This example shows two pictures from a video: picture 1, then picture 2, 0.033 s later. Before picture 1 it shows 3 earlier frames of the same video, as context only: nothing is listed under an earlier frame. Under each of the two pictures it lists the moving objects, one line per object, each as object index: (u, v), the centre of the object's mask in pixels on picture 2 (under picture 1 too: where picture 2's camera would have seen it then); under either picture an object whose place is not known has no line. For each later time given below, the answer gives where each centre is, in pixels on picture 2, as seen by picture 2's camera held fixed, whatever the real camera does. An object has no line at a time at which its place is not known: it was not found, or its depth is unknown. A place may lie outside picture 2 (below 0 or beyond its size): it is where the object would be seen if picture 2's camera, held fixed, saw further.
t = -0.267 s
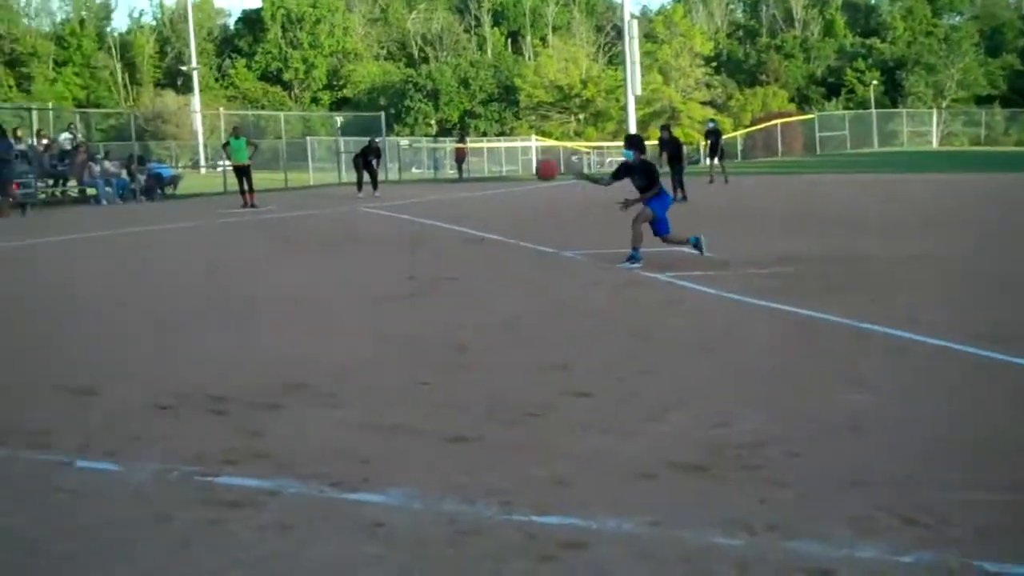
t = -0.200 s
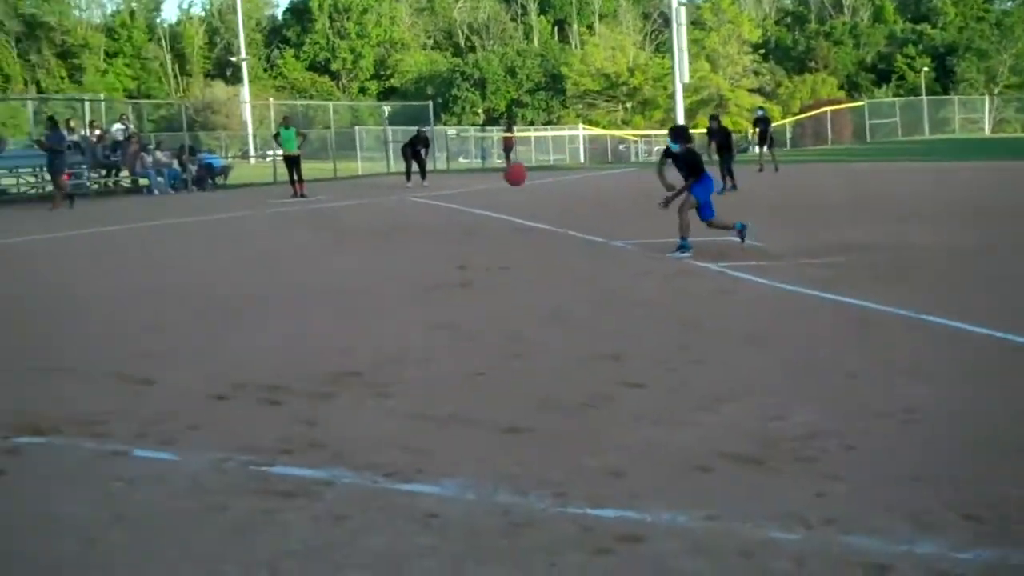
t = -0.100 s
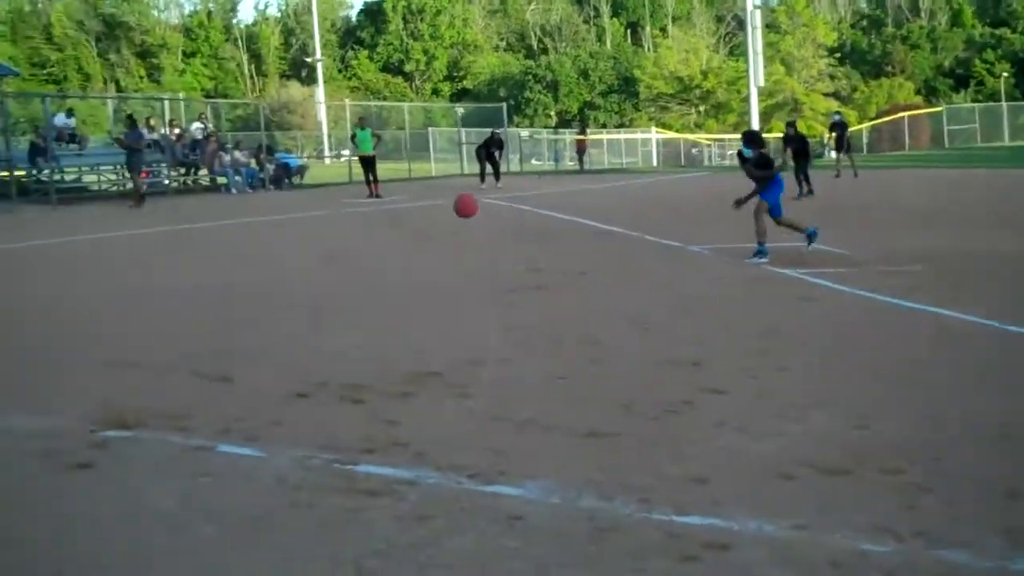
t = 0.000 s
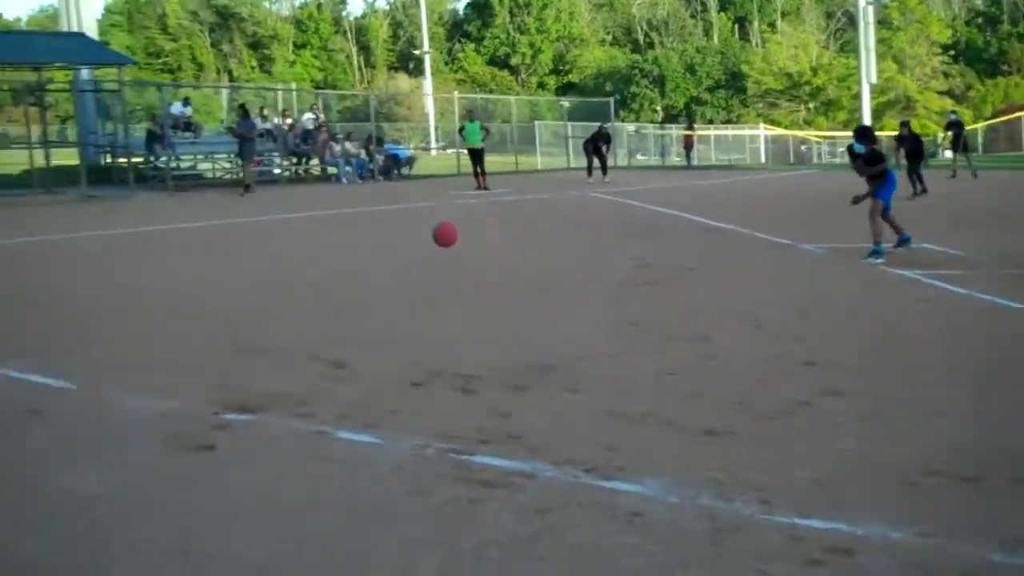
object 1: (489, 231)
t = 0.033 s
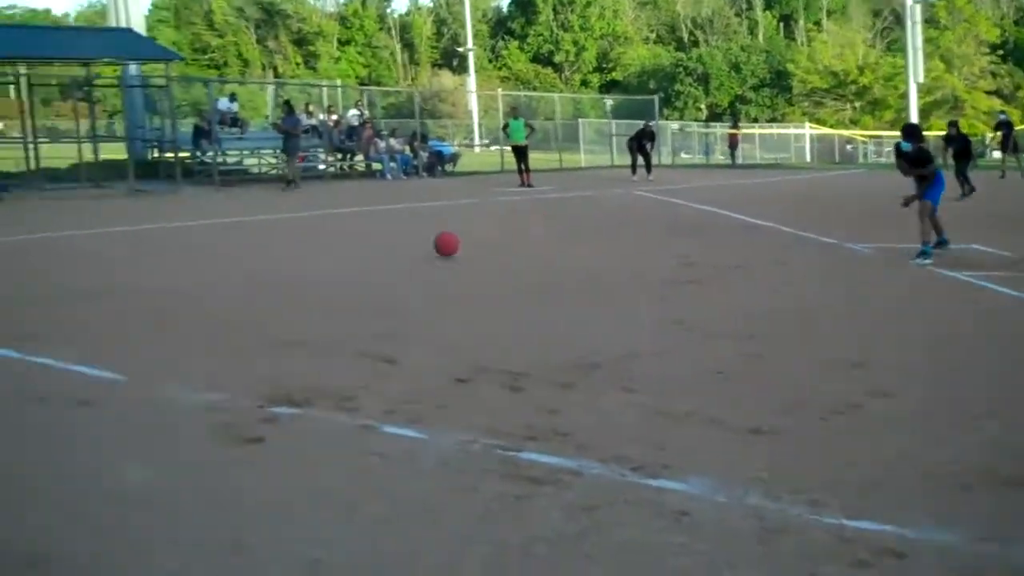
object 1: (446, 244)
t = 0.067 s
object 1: (407, 250)
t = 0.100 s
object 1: (379, 241)
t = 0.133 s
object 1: (351, 233)
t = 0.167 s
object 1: (324, 225)
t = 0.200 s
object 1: (297, 217)
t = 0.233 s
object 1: (270, 212)
